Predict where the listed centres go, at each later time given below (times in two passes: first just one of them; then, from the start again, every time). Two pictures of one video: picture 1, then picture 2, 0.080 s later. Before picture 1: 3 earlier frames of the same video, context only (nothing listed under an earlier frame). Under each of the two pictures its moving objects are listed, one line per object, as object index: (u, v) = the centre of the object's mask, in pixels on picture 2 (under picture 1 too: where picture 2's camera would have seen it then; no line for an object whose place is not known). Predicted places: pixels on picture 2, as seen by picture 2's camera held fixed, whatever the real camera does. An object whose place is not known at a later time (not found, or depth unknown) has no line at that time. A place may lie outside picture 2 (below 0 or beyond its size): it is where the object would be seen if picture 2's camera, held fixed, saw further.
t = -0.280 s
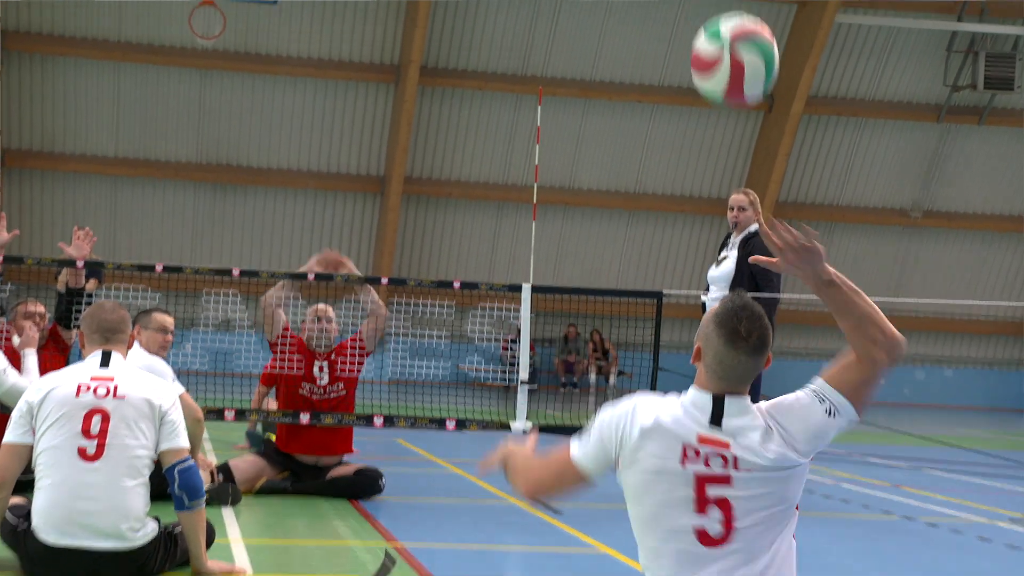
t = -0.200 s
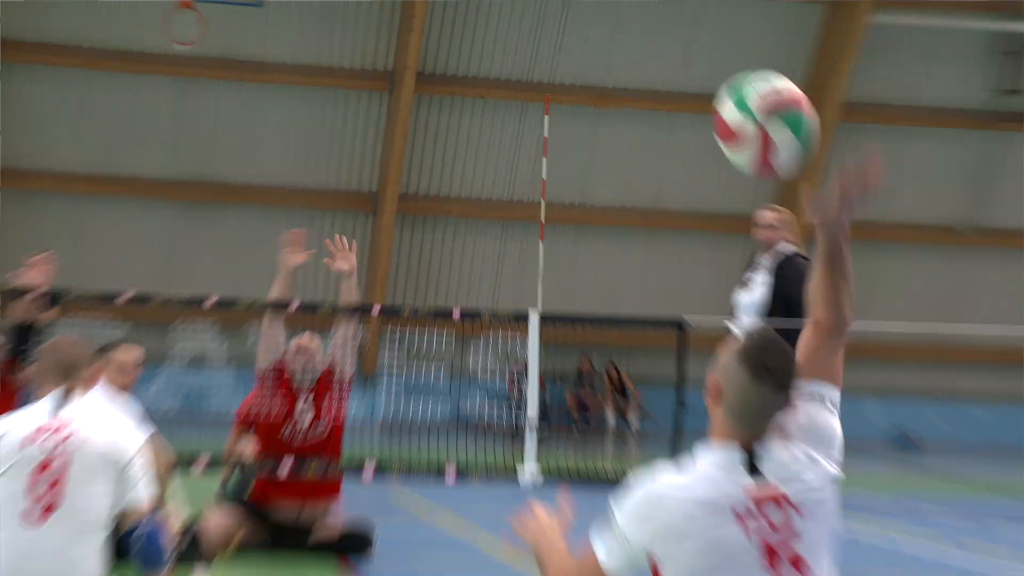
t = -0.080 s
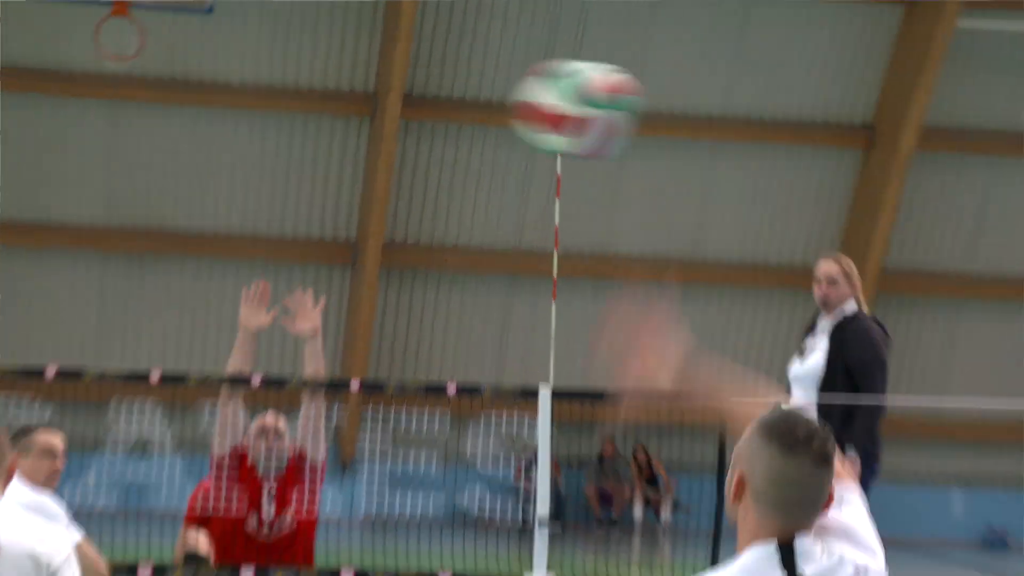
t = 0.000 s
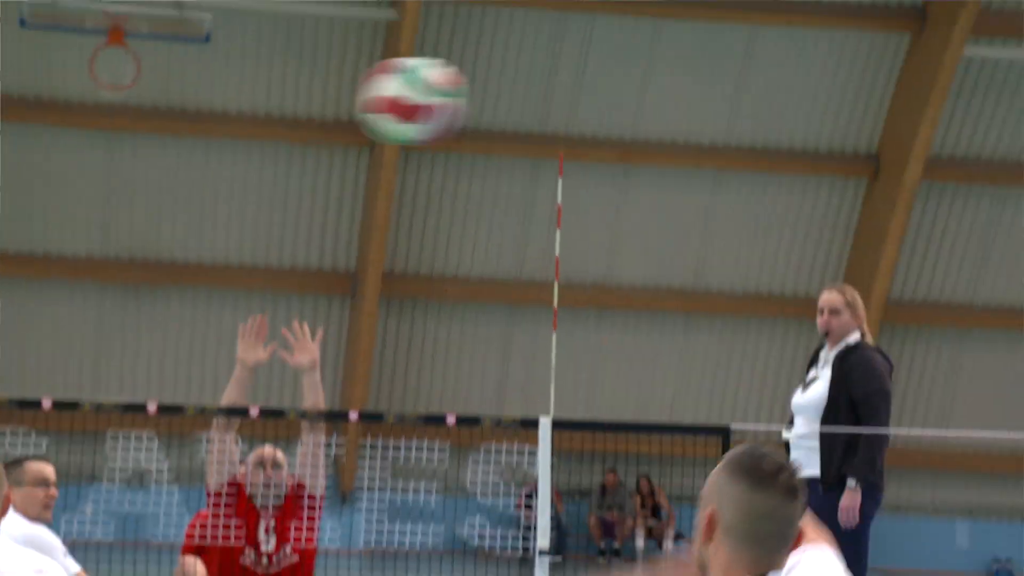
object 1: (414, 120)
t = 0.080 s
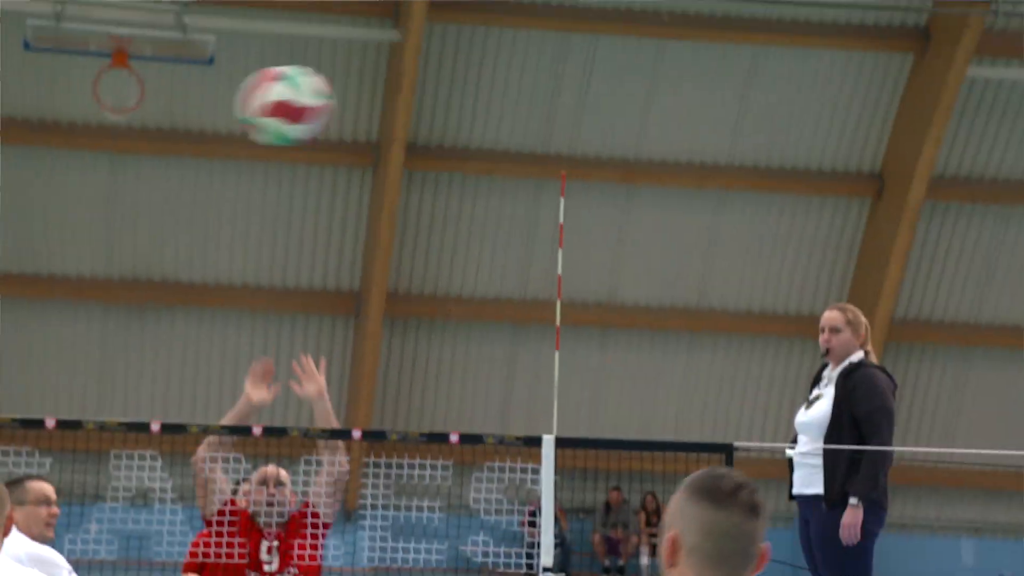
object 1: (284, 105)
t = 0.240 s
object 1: (91, 113)
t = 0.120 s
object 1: (229, 103)
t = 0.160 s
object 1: (179, 104)
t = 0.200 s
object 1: (133, 107)
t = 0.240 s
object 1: (91, 113)
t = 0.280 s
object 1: (53, 120)
